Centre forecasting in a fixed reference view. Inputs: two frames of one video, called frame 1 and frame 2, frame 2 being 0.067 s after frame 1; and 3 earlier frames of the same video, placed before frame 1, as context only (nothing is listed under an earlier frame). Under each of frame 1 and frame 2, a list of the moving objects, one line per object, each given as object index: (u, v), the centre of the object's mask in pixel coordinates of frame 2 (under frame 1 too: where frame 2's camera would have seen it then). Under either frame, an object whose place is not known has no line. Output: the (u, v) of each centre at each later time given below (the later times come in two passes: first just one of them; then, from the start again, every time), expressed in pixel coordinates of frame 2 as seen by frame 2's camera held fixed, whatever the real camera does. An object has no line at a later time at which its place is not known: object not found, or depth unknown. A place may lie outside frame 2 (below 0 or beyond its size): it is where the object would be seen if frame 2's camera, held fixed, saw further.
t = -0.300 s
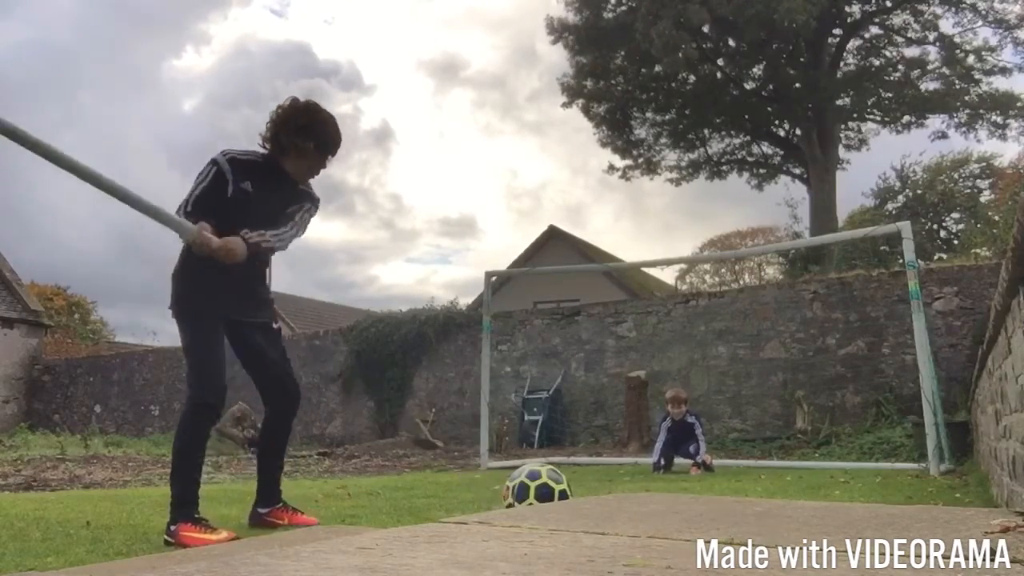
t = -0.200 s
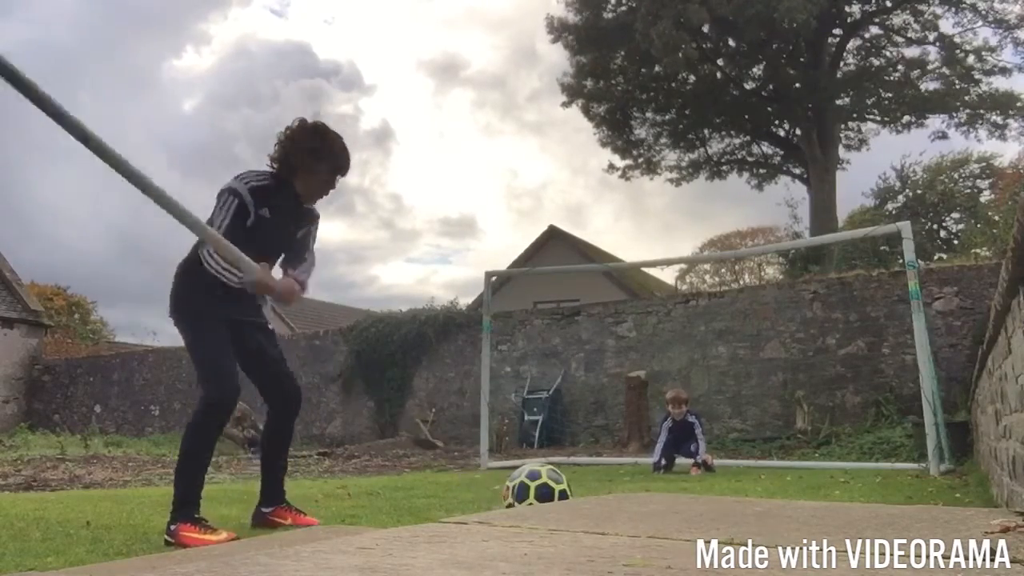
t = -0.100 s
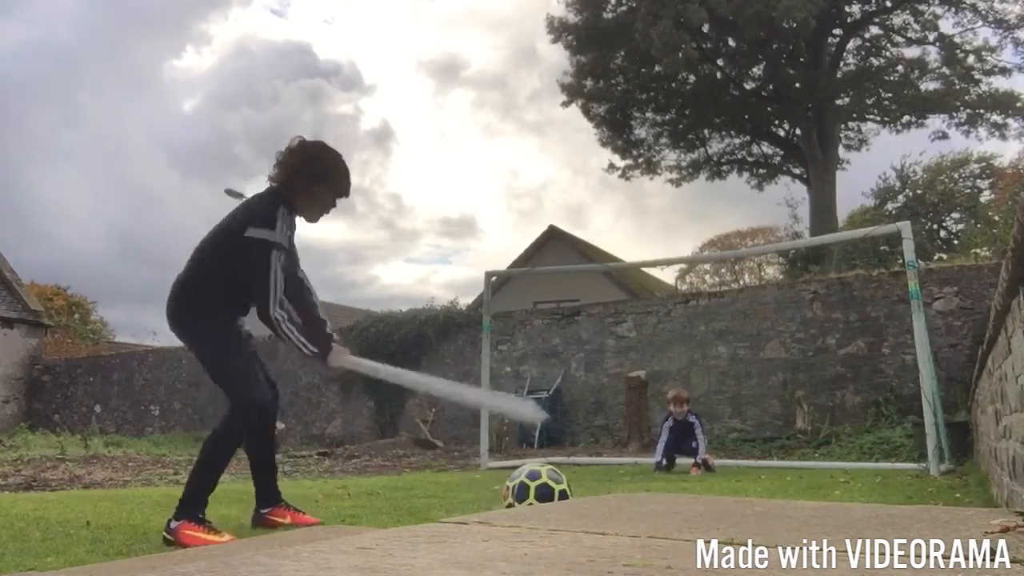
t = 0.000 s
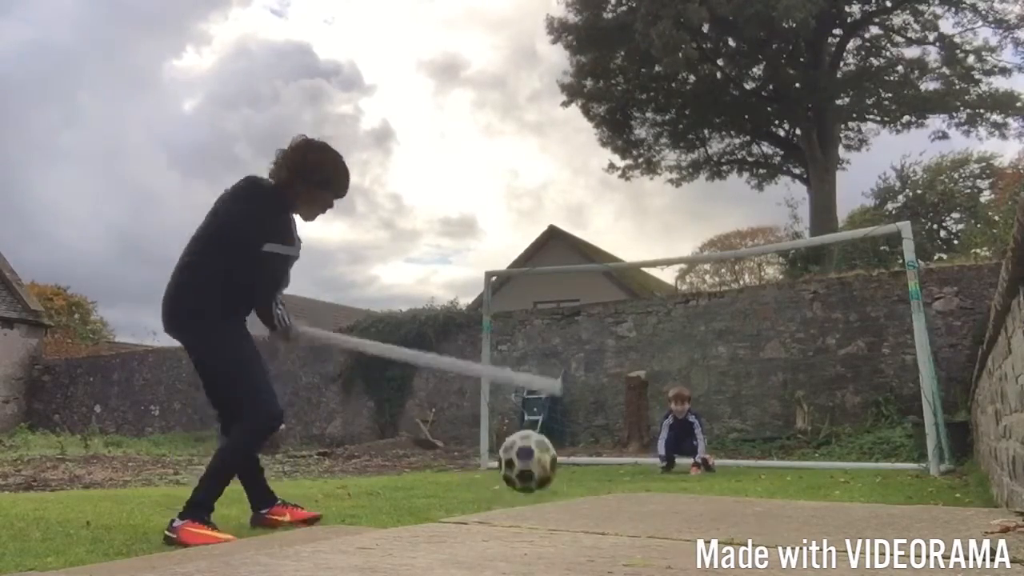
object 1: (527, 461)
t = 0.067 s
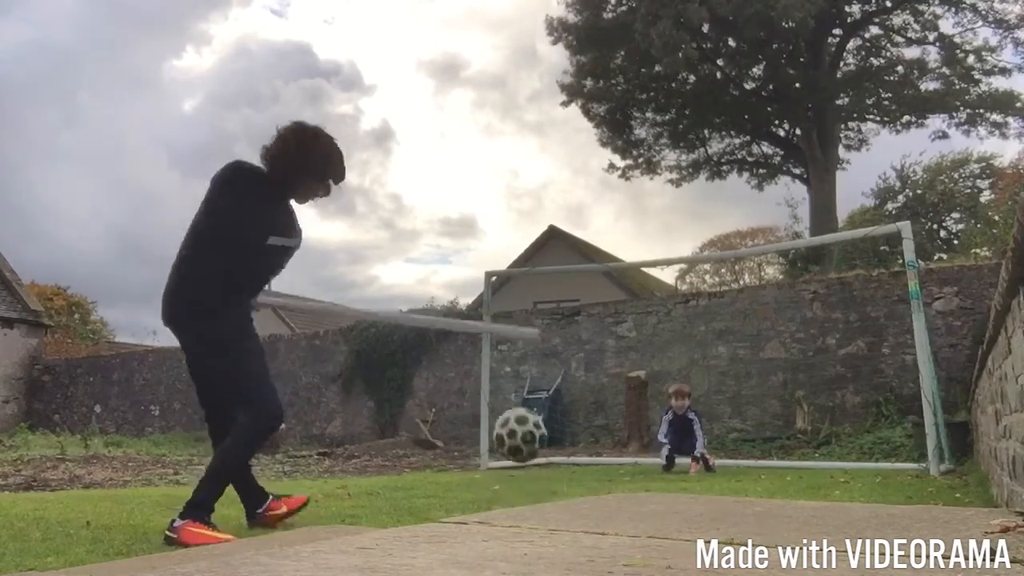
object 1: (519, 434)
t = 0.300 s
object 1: (503, 442)
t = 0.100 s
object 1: (516, 427)
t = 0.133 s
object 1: (514, 422)
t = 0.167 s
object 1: (511, 422)
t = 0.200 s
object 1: (510, 425)
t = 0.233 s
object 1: (506, 428)
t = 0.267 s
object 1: (506, 435)
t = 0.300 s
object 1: (503, 442)
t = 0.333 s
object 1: (501, 451)
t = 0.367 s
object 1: (500, 462)
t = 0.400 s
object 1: (499, 469)
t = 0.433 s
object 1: (498, 461)
